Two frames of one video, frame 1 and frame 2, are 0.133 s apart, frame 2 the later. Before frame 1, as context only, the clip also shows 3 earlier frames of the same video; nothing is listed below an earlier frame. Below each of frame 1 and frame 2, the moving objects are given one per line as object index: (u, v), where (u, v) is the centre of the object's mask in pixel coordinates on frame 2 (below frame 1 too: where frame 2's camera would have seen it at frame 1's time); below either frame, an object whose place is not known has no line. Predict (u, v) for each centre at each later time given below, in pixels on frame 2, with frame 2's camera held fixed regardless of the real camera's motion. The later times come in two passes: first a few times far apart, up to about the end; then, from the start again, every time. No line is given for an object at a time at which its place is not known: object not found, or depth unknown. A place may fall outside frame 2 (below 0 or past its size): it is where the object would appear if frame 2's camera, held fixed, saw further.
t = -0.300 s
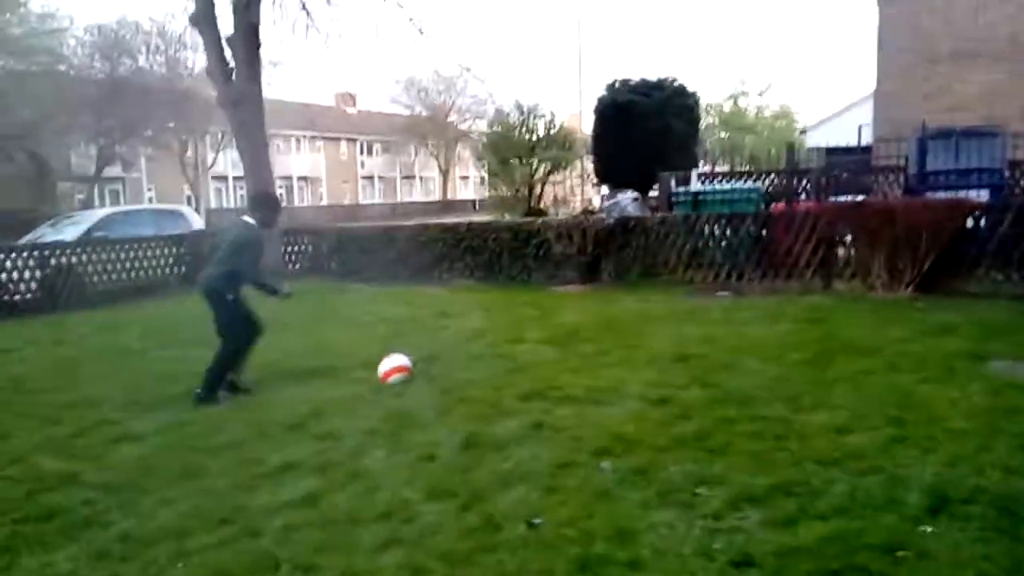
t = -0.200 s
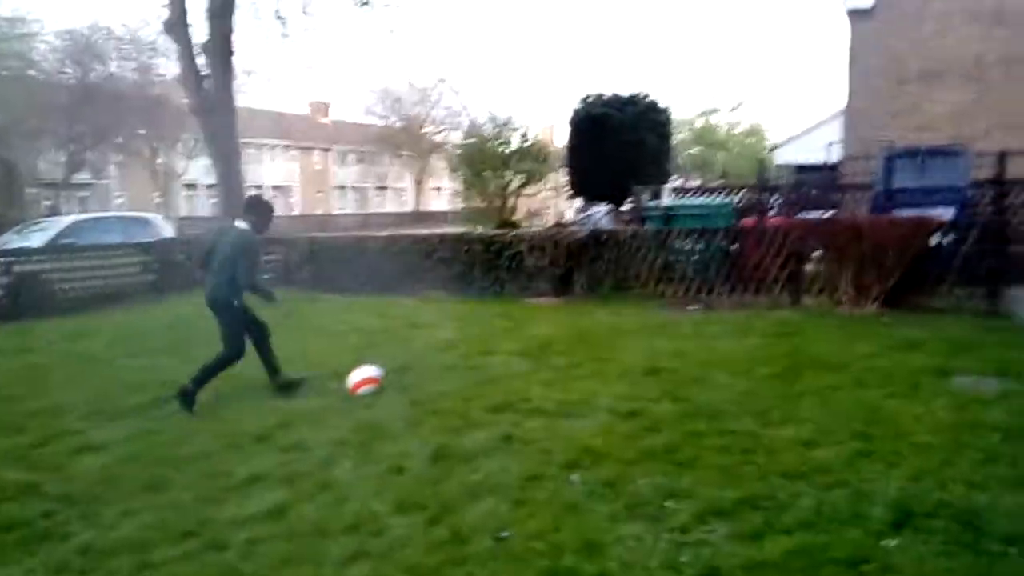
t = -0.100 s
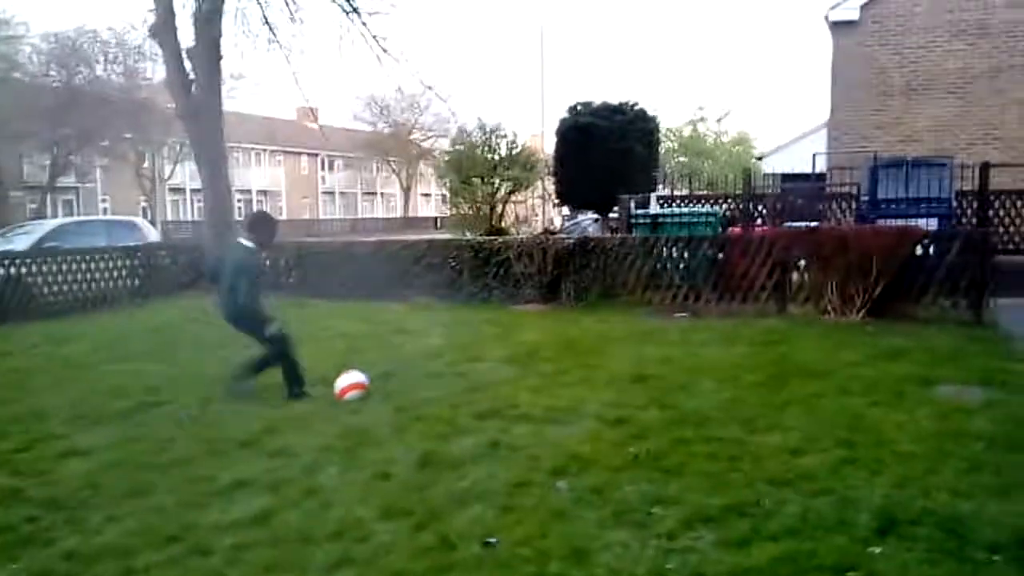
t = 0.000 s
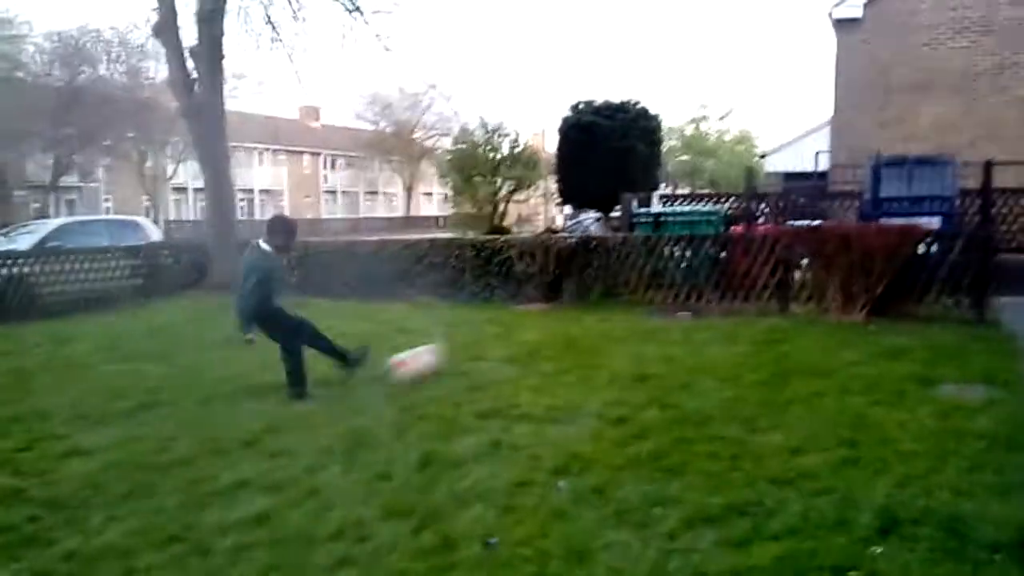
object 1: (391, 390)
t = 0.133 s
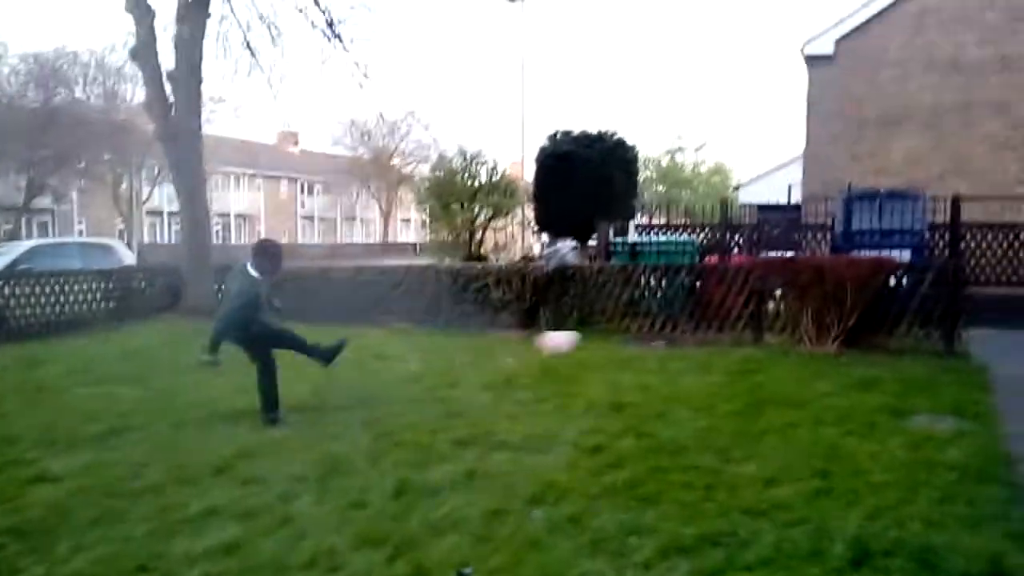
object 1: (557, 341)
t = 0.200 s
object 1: (620, 334)
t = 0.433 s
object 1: (741, 320)
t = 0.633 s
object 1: (741, 284)
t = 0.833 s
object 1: (742, 283)
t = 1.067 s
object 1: (746, 353)
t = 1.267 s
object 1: (764, 420)
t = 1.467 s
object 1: (795, 414)
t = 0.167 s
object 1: (589, 337)
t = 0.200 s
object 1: (620, 334)
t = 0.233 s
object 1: (646, 333)
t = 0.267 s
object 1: (671, 333)
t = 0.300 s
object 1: (694, 335)
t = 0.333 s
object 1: (713, 337)
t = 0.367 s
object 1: (732, 336)
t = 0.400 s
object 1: (742, 330)
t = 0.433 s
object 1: (741, 320)
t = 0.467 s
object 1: (740, 312)
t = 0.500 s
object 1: (741, 305)
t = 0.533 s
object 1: (741, 299)
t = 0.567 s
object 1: (741, 294)
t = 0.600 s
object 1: (741, 288)
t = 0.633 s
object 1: (741, 284)
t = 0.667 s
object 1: (742, 281)
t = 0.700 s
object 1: (741, 278)
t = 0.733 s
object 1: (741, 279)
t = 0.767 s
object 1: (742, 279)
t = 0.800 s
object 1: (741, 281)
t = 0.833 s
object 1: (742, 283)
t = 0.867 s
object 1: (743, 288)
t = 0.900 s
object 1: (743, 295)
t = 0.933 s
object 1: (743, 303)
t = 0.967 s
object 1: (744, 312)
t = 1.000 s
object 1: (744, 323)
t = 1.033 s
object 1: (745, 336)
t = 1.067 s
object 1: (746, 353)
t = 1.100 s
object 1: (748, 372)
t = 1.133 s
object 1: (749, 394)
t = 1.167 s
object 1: (749, 419)
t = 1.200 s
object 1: (754, 433)
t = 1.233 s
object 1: (759, 425)
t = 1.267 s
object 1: (764, 420)
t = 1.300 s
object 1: (769, 413)
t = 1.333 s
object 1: (773, 410)
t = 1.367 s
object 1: (779, 407)
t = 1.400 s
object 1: (783, 406)
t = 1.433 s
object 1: (789, 409)
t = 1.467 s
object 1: (795, 414)
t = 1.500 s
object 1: (801, 420)
